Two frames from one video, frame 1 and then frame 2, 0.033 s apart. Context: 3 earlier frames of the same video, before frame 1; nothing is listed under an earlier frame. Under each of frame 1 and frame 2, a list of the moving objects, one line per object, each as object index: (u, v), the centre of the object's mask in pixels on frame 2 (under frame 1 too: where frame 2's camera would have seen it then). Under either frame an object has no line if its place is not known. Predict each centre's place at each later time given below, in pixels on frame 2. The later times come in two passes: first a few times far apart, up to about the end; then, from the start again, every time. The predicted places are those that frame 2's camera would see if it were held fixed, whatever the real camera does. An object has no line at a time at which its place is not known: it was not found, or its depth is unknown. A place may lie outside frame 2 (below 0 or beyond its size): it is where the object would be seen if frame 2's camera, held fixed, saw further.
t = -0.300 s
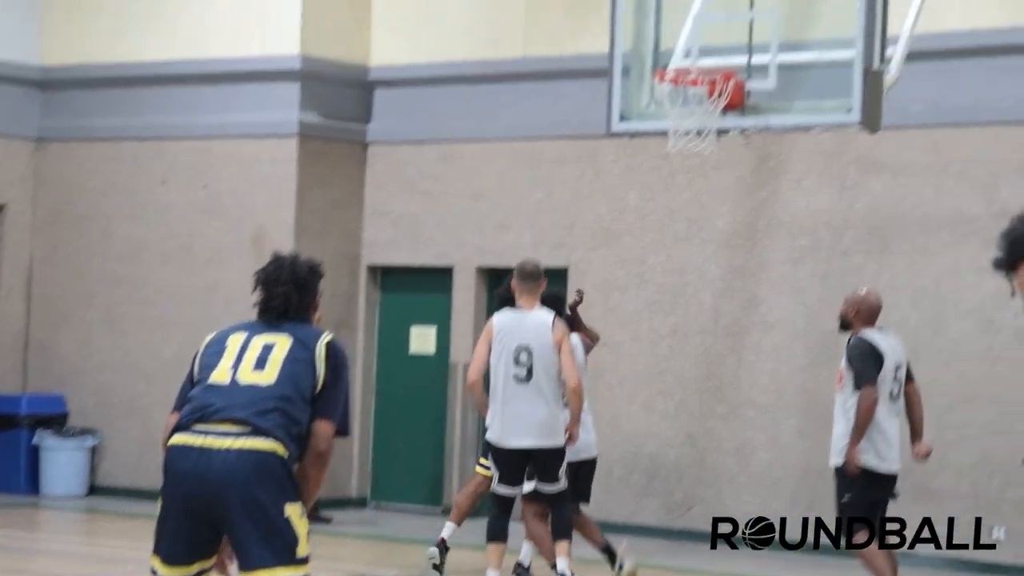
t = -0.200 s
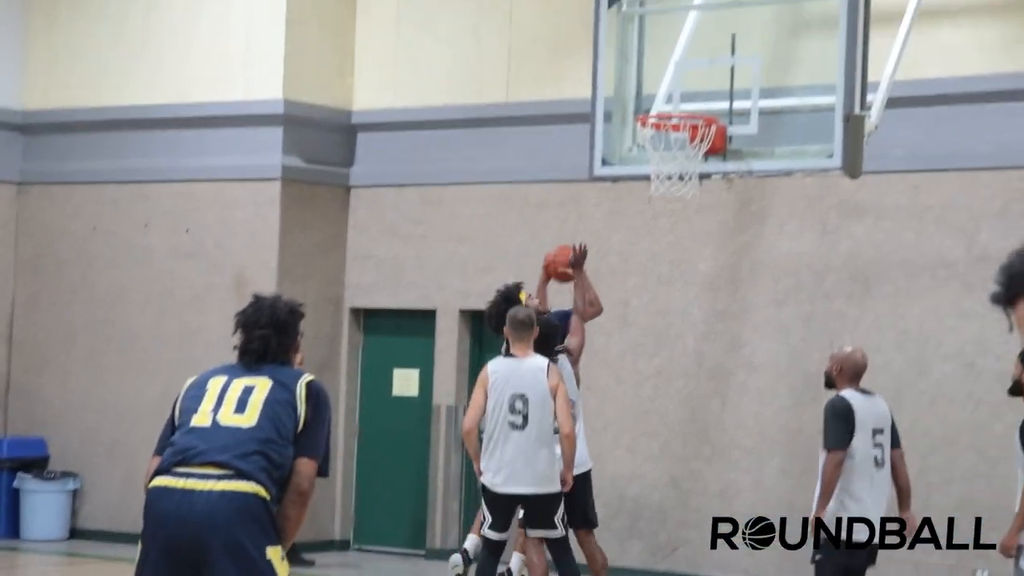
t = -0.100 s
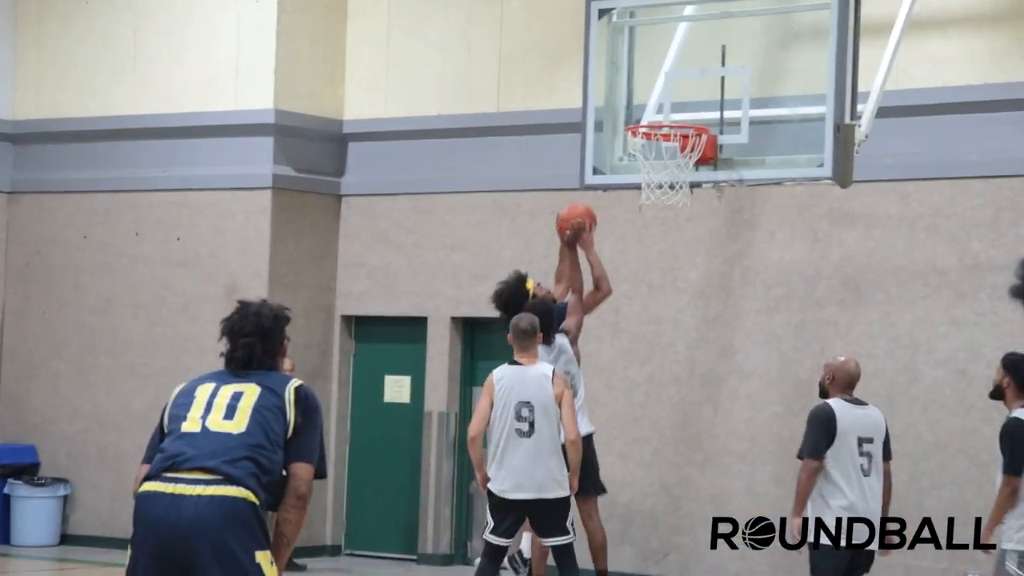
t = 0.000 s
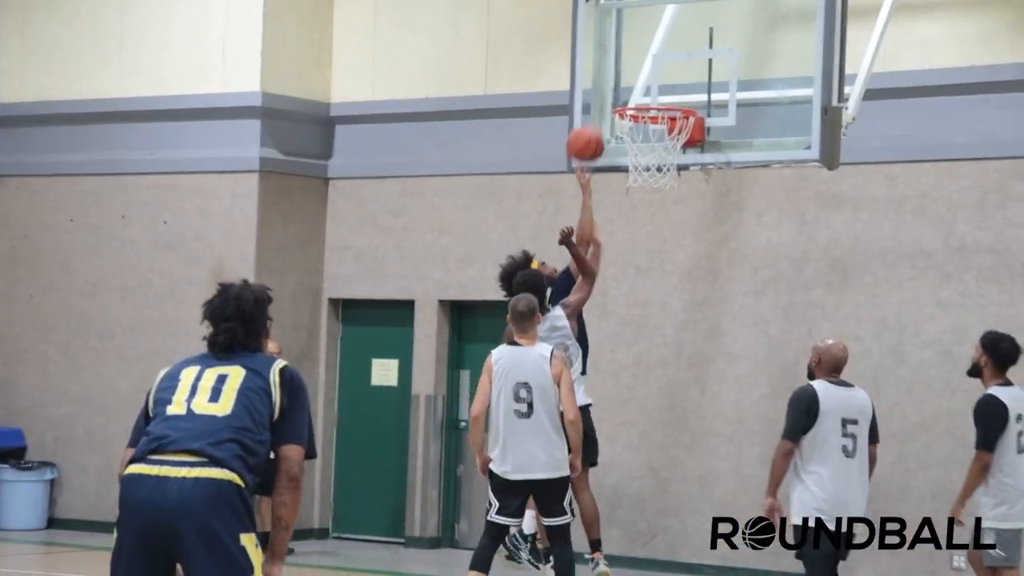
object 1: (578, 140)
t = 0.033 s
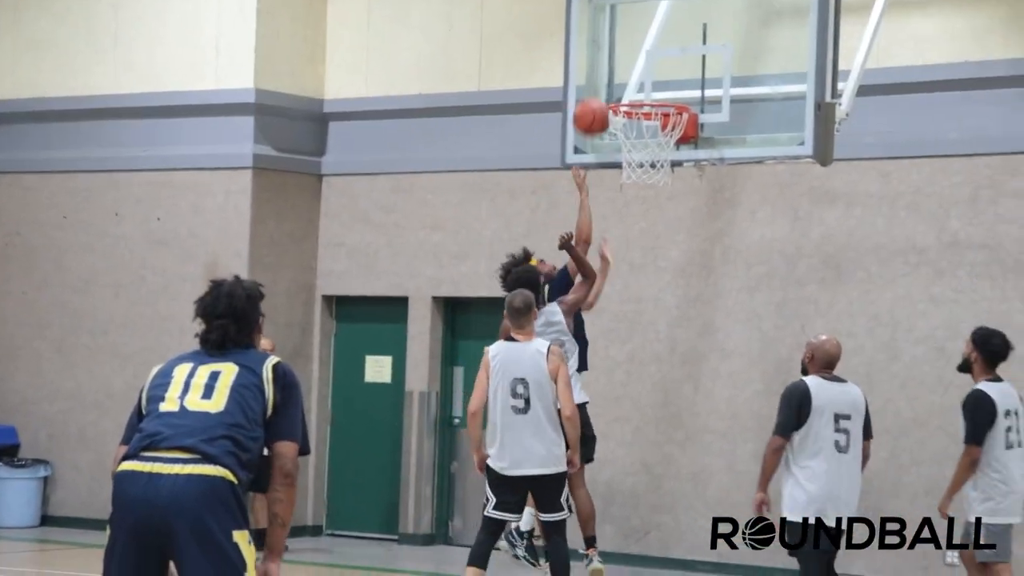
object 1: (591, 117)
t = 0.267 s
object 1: (632, 35)
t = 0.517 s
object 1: (638, 71)
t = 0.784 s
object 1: (662, 90)
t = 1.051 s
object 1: (650, 76)
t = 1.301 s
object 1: (636, 161)
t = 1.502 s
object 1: (629, 282)
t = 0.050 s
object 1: (596, 105)
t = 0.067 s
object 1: (604, 93)
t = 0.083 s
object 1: (611, 84)
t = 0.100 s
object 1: (618, 75)
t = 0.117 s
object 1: (624, 64)
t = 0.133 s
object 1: (628, 57)
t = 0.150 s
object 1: (629, 53)
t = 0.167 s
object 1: (630, 50)
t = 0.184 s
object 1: (630, 46)
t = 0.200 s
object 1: (630, 43)
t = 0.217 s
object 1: (631, 40)
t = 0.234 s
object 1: (632, 38)
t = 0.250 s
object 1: (632, 36)
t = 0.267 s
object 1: (632, 35)
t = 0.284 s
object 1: (633, 34)
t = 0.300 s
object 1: (634, 34)
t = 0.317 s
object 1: (634, 34)
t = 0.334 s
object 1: (634, 35)
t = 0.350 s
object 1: (634, 36)
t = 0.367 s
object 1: (635, 37)
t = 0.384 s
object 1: (635, 39)
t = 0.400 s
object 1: (636, 41)
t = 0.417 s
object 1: (636, 44)
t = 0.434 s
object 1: (636, 47)
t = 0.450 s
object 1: (637, 51)
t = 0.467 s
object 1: (637, 55)
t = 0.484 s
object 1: (638, 60)
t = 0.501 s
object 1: (638, 65)
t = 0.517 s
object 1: (638, 71)
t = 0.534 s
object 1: (639, 77)
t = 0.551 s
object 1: (639, 84)
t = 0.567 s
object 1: (640, 86)
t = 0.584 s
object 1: (641, 85)
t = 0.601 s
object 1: (644, 83)
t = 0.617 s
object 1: (646, 82)
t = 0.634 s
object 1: (647, 82)
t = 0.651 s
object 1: (649, 82)
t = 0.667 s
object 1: (651, 82)
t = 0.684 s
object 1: (652, 82)
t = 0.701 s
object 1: (654, 83)
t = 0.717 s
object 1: (656, 84)
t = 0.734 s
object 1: (657, 86)
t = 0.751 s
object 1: (659, 87)
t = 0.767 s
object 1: (660, 88)
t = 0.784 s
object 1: (662, 90)
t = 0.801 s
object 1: (662, 88)
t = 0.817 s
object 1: (661, 85)
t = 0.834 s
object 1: (660, 83)
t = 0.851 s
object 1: (660, 80)
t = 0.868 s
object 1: (659, 77)
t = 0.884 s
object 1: (658, 75)
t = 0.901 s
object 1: (657, 73)
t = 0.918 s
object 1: (657, 71)
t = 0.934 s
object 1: (656, 71)
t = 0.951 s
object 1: (655, 70)
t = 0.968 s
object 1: (655, 70)
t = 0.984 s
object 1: (654, 70)
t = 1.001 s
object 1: (653, 71)
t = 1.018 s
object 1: (652, 72)
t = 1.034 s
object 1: (651, 74)
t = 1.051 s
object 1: (650, 76)
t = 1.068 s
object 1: (649, 79)
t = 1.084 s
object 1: (648, 82)
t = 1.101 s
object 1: (647, 85)
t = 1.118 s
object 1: (647, 87)
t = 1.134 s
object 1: (646, 93)
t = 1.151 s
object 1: (644, 99)
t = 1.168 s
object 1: (643, 104)
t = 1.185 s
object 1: (642, 110)
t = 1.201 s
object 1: (641, 119)
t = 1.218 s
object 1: (640, 124)
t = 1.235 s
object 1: (639, 129)
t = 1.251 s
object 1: (639, 138)
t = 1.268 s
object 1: (637, 145)
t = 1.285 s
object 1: (636, 154)
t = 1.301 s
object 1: (636, 161)
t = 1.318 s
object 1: (635, 169)
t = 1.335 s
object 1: (635, 177)
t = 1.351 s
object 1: (634, 188)
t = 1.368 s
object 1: (634, 194)
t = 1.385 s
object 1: (634, 204)
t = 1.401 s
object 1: (633, 213)
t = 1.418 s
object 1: (633, 224)
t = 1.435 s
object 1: (632, 235)
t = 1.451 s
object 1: (631, 246)
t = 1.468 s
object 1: (631, 258)
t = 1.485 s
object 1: (630, 270)
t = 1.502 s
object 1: (629, 282)
